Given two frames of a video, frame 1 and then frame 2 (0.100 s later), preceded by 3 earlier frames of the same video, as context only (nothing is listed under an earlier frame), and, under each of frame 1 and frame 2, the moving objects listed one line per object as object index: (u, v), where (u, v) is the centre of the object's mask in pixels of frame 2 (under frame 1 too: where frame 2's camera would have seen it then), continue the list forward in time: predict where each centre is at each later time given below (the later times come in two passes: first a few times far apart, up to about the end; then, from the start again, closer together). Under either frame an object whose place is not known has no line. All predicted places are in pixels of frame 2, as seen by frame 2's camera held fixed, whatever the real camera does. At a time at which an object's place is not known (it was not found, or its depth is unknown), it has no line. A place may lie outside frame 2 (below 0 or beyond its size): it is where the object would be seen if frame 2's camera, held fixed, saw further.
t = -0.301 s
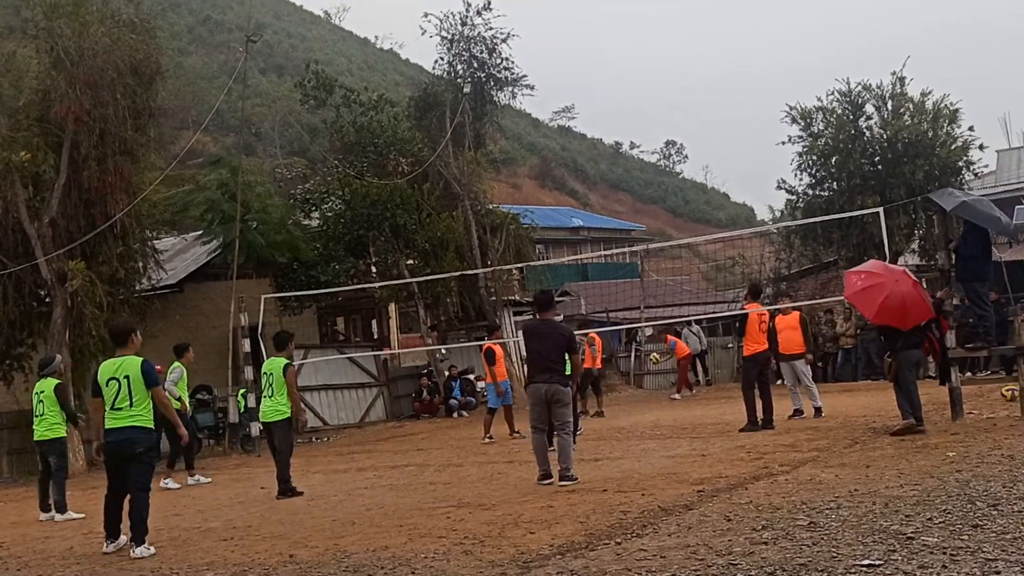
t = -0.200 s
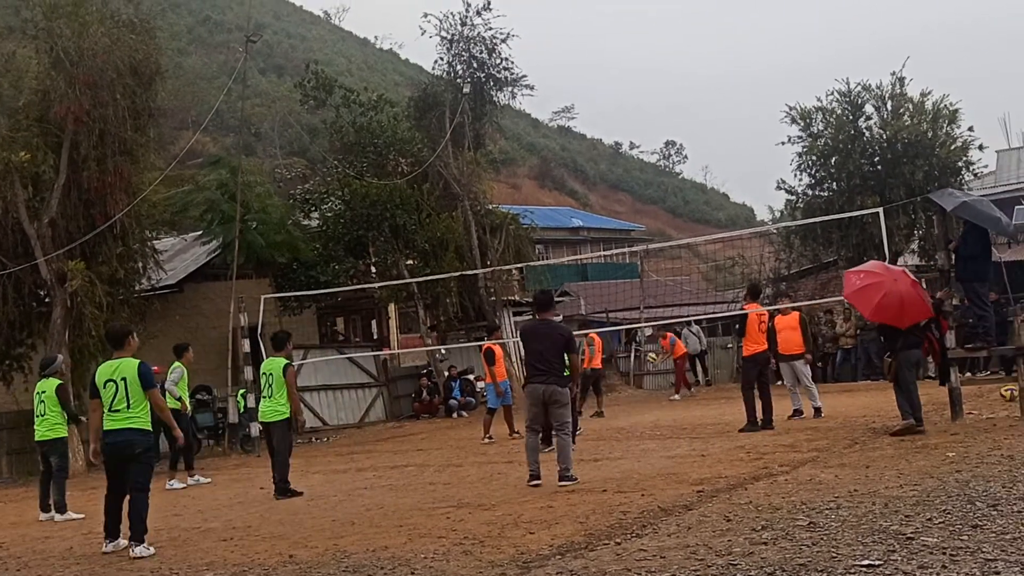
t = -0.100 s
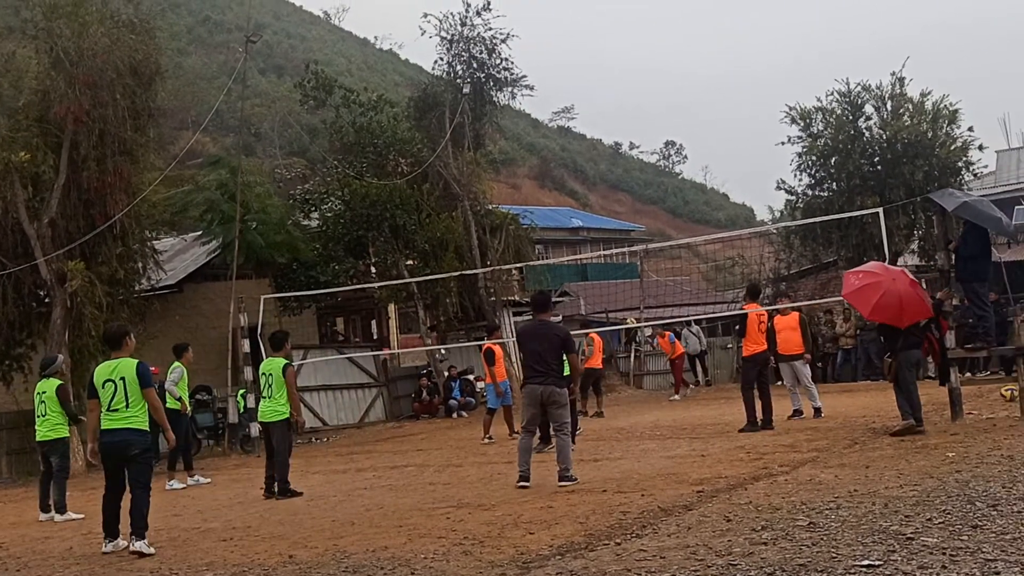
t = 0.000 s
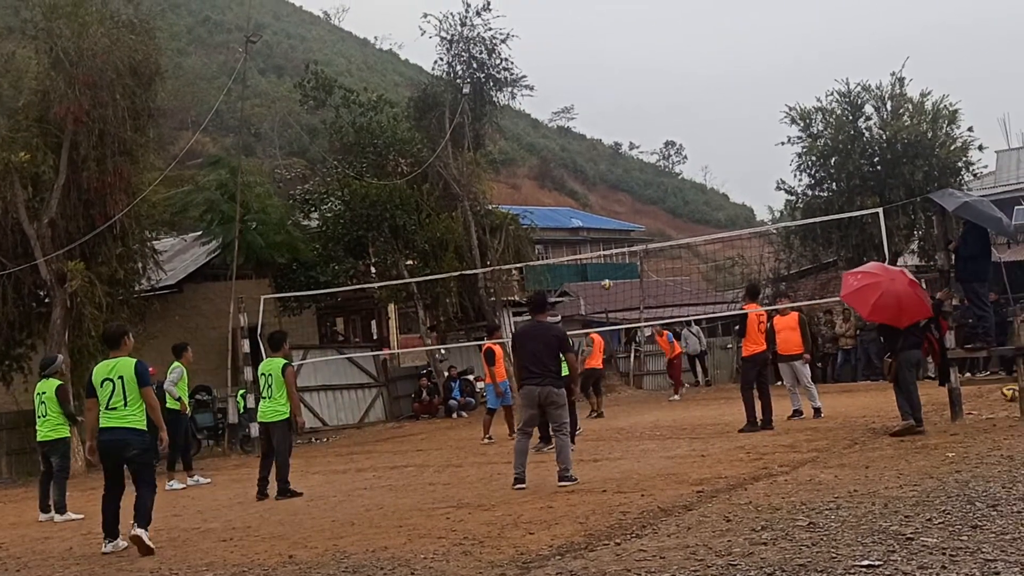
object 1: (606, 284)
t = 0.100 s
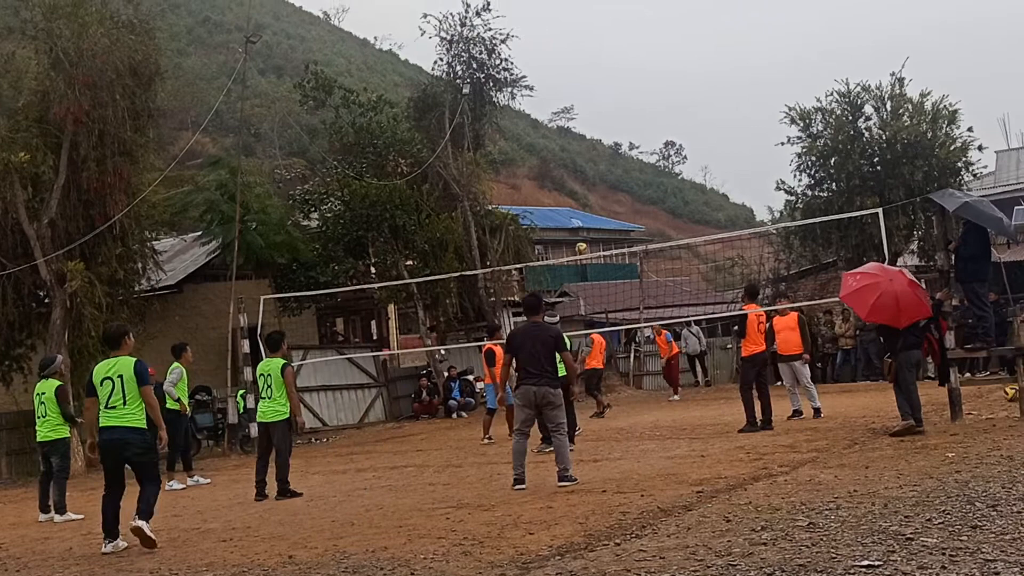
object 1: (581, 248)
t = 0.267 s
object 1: (538, 193)
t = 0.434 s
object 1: (492, 147)
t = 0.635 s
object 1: (433, 111)
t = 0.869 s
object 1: (355, 100)
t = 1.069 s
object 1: (277, 123)
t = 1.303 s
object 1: (173, 198)
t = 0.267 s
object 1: (538, 193)
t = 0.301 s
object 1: (529, 183)
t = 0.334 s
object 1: (520, 174)
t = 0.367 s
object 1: (511, 164)
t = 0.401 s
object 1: (501, 156)
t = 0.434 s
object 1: (492, 147)
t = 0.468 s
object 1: (483, 139)
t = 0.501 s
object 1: (473, 133)
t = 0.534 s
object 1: (463, 126)
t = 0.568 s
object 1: (454, 120)
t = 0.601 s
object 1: (443, 115)
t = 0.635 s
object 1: (433, 111)
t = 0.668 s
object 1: (423, 107)
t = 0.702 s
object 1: (411, 104)
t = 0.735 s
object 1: (401, 102)
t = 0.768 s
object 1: (390, 100)
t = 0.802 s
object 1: (379, 99)
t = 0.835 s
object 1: (367, 99)
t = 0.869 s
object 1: (355, 100)
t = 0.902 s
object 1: (343, 102)
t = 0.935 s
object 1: (331, 104)
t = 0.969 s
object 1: (317, 108)
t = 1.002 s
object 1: (305, 112)
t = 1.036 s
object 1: (291, 117)
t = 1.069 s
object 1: (277, 123)
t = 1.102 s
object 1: (263, 130)
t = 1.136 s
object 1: (250, 138)
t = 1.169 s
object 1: (235, 147)
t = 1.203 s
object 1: (220, 159)
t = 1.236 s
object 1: (204, 170)
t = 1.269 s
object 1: (189, 183)
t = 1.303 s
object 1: (173, 198)
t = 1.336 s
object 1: (157, 215)
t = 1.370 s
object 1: (141, 233)
